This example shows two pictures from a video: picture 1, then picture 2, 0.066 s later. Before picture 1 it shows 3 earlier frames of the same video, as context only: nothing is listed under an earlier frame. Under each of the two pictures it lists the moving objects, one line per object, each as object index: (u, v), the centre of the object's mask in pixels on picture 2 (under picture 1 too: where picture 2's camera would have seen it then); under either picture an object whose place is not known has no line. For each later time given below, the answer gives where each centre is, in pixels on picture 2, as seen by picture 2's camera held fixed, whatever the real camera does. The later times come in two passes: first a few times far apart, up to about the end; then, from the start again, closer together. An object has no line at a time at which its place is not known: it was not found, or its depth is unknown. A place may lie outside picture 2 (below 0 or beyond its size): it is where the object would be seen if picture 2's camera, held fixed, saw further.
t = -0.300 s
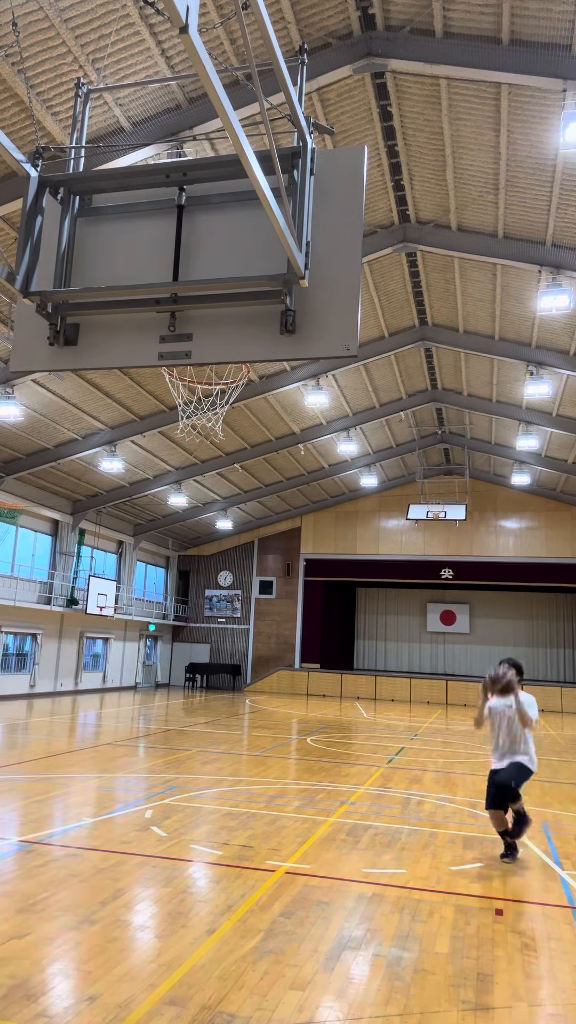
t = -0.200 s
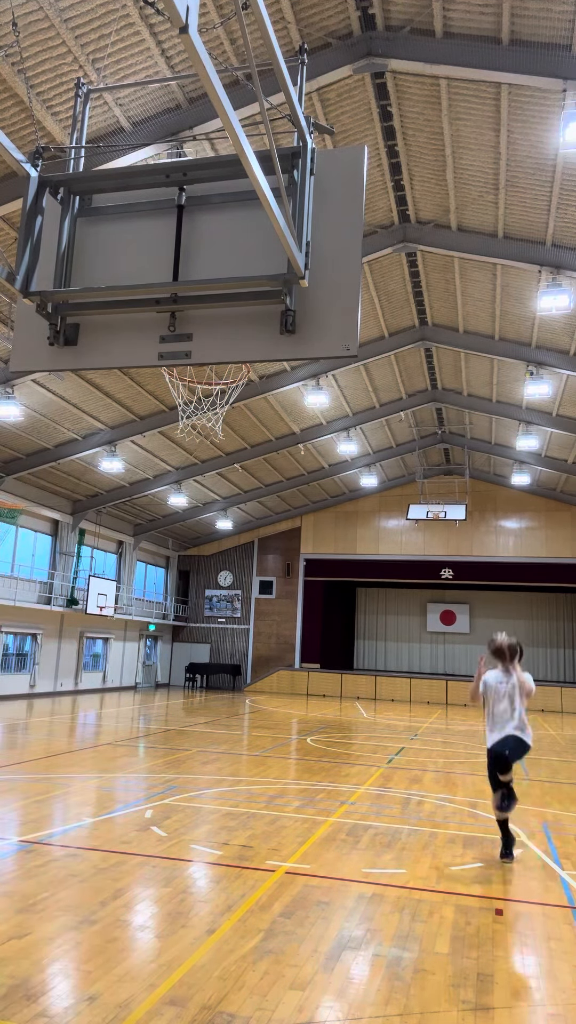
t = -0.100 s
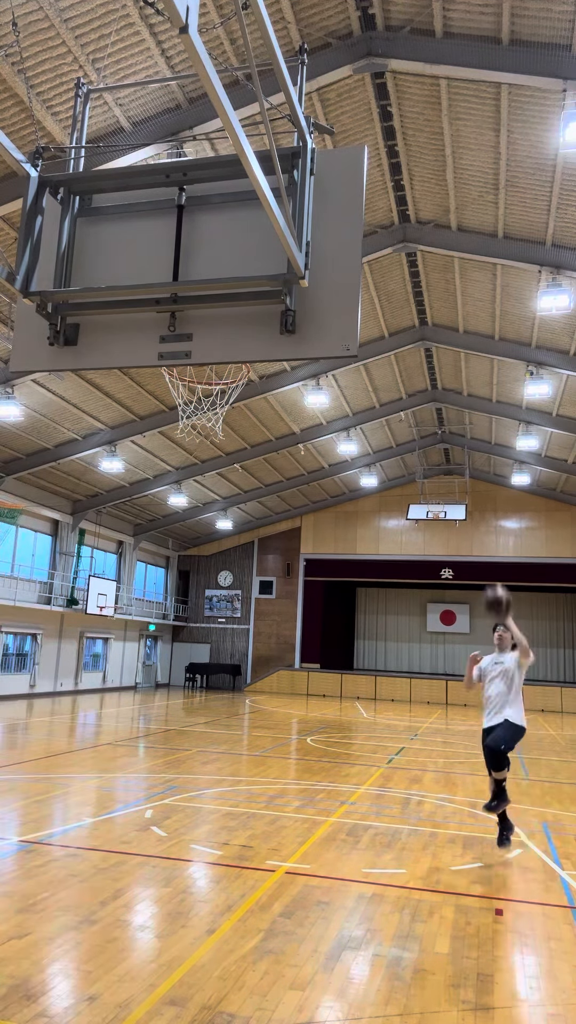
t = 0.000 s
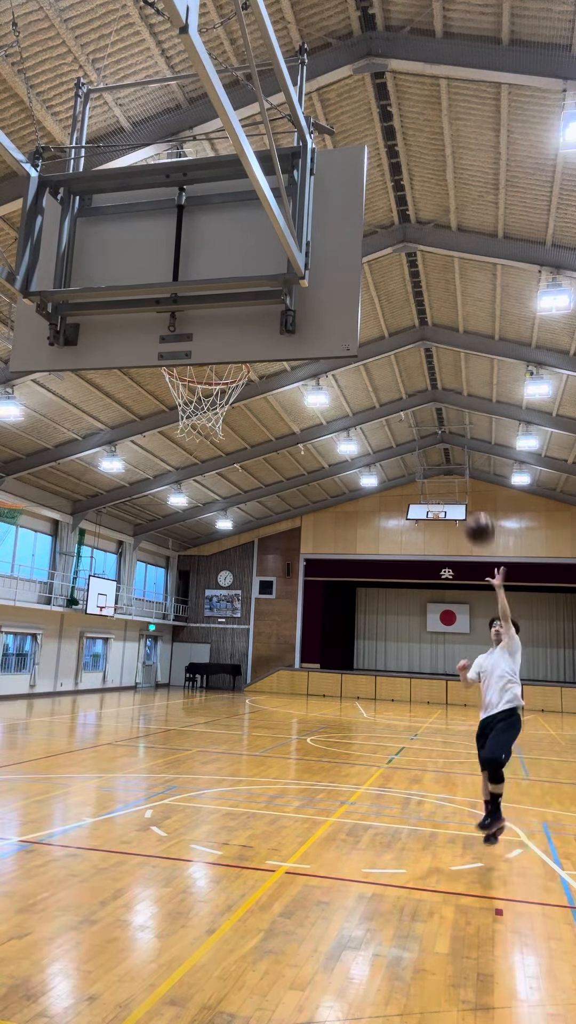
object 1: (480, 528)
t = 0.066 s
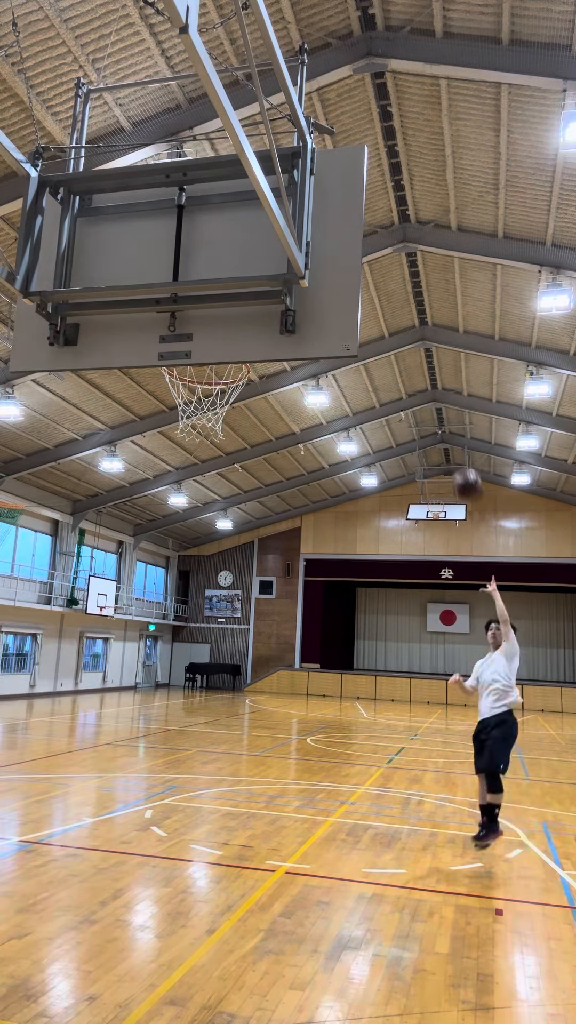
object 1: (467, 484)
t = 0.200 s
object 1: (442, 410)
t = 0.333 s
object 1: (414, 352)
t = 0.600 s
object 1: (363, 291)
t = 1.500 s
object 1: (200, 375)
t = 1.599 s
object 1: (167, 415)
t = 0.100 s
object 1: (462, 464)
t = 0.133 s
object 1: (455, 446)
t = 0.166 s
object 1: (449, 428)
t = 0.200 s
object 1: (442, 410)
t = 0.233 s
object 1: (436, 396)
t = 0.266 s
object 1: (429, 380)
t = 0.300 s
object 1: (422, 366)
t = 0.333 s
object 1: (414, 352)
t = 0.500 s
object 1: (375, 306)
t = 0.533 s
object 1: (371, 299)
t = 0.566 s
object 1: (367, 294)
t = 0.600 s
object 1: (363, 291)
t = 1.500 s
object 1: (200, 375)
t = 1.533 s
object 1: (176, 384)
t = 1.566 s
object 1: (169, 398)
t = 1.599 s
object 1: (167, 415)
